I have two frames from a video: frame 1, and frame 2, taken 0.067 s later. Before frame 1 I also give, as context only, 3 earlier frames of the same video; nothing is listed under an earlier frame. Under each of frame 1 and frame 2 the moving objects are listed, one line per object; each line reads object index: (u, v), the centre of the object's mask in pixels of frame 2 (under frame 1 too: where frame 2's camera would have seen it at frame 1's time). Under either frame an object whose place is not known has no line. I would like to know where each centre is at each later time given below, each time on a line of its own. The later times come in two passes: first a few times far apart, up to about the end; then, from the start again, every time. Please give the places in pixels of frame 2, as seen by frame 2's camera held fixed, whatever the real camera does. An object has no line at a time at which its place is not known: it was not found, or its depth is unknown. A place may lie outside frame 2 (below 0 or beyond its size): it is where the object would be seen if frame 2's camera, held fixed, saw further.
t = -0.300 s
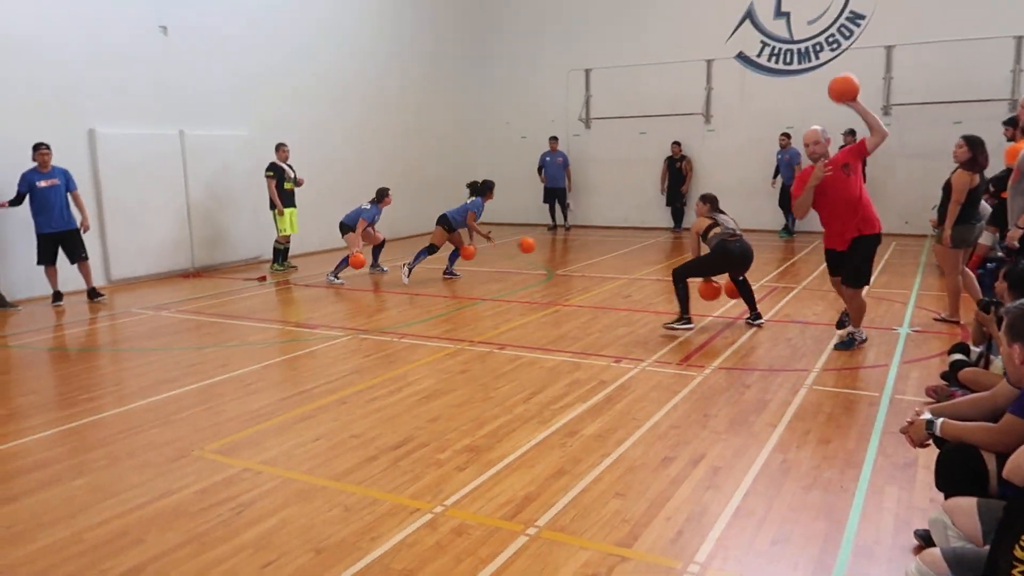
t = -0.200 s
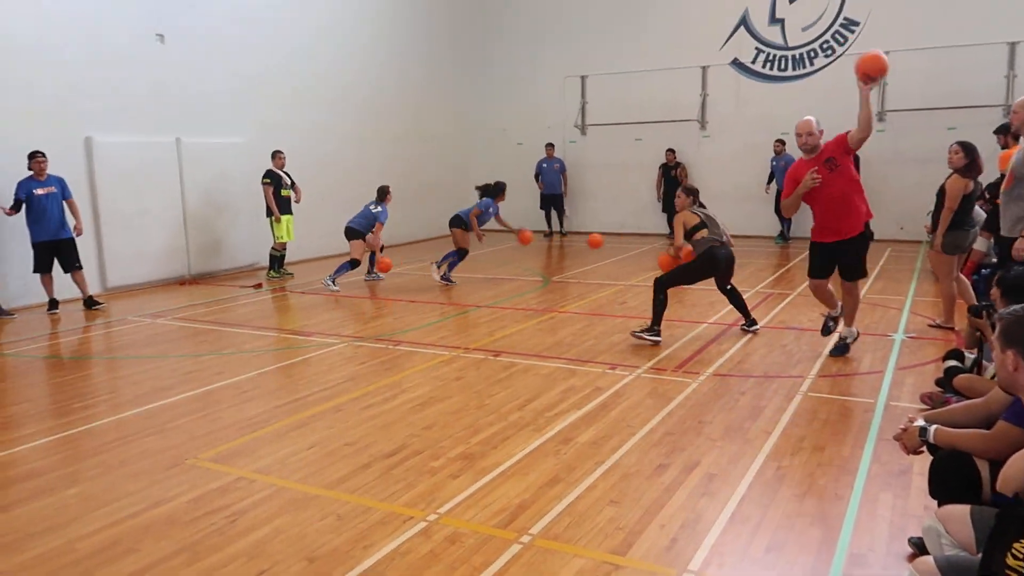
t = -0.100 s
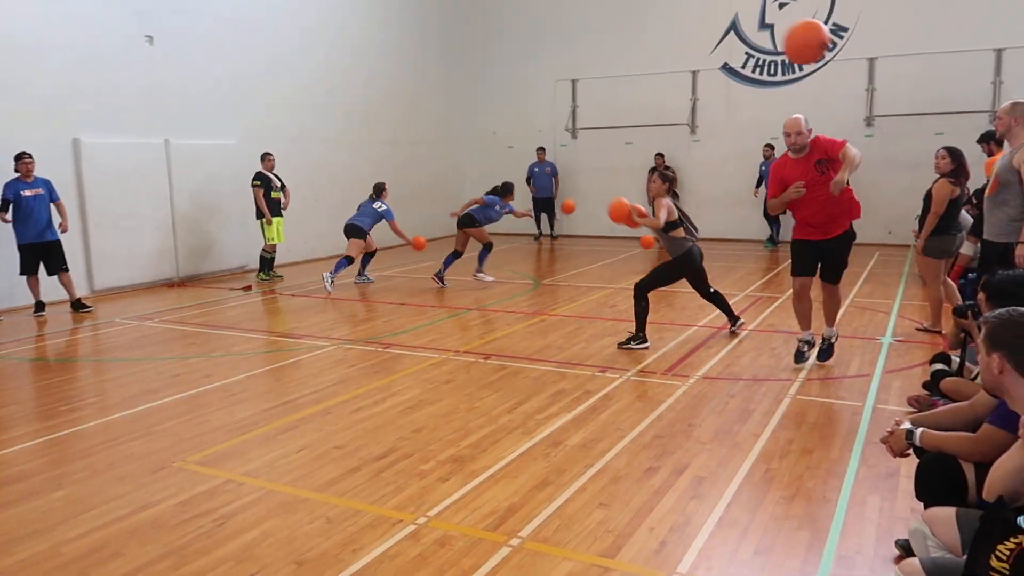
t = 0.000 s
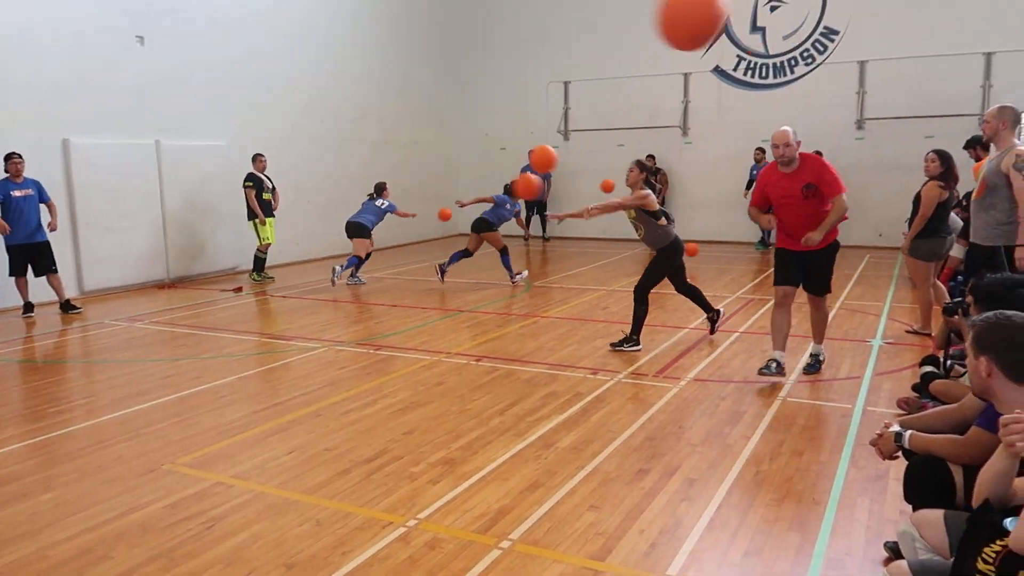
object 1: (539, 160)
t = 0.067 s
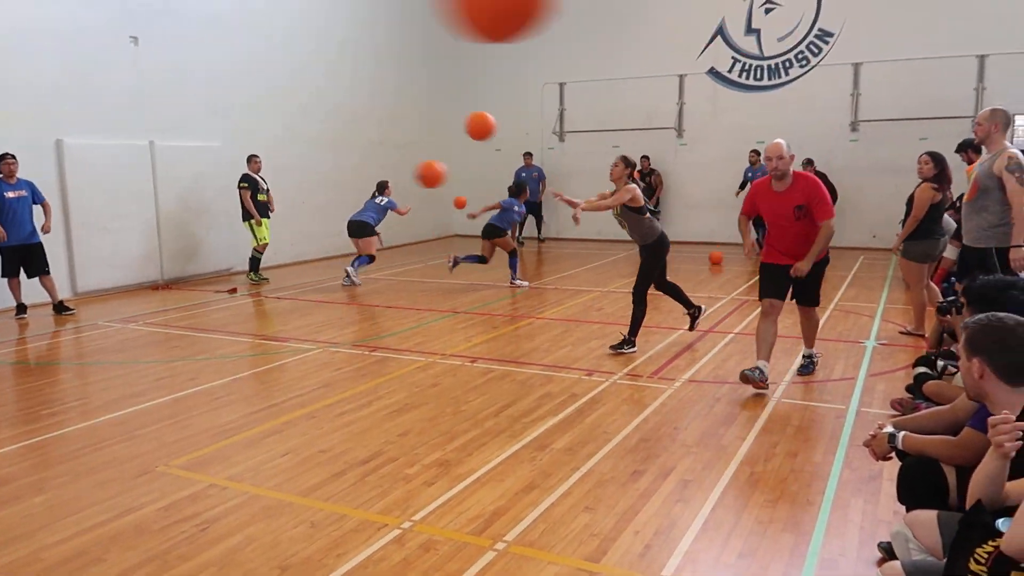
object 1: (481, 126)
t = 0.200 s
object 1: (340, 65)
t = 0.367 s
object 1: (108, 13)
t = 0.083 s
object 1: (465, 117)
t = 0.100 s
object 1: (449, 109)
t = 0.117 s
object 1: (432, 102)
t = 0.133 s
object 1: (415, 94)
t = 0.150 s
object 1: (397, 86)
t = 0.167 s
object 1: (379, 79)
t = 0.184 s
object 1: (360, 72)
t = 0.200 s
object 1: (340, 65)
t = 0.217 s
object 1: (321, 59)
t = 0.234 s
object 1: (300, 52)
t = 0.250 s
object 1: (279, 46)
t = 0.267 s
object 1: (256, 40)
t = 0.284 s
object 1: (234, 34)
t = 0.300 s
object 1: (210, 29)
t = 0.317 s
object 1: (185, 24)
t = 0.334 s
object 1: (160, 19)
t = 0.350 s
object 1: (135, 15)
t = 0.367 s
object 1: (108, 13)
